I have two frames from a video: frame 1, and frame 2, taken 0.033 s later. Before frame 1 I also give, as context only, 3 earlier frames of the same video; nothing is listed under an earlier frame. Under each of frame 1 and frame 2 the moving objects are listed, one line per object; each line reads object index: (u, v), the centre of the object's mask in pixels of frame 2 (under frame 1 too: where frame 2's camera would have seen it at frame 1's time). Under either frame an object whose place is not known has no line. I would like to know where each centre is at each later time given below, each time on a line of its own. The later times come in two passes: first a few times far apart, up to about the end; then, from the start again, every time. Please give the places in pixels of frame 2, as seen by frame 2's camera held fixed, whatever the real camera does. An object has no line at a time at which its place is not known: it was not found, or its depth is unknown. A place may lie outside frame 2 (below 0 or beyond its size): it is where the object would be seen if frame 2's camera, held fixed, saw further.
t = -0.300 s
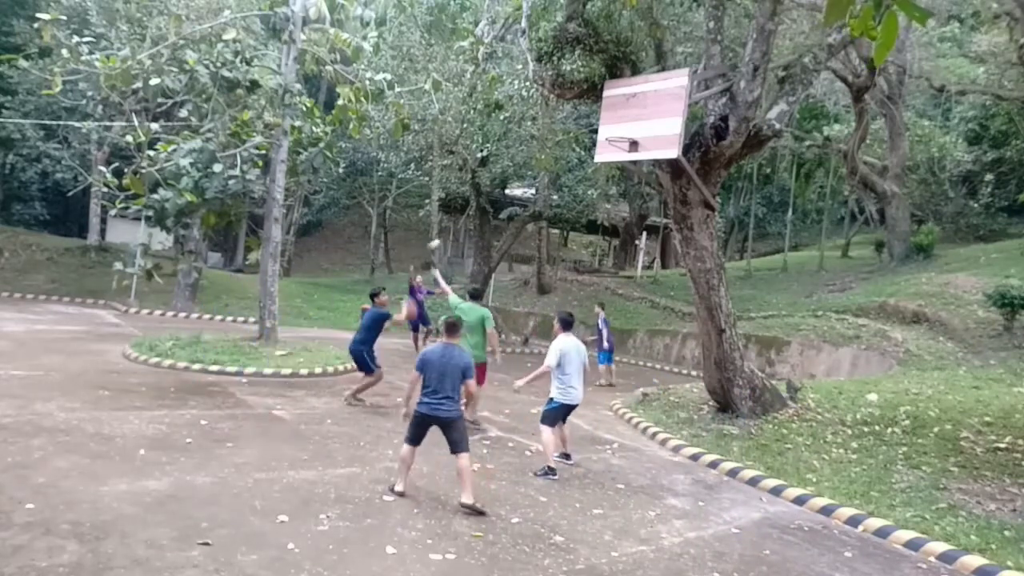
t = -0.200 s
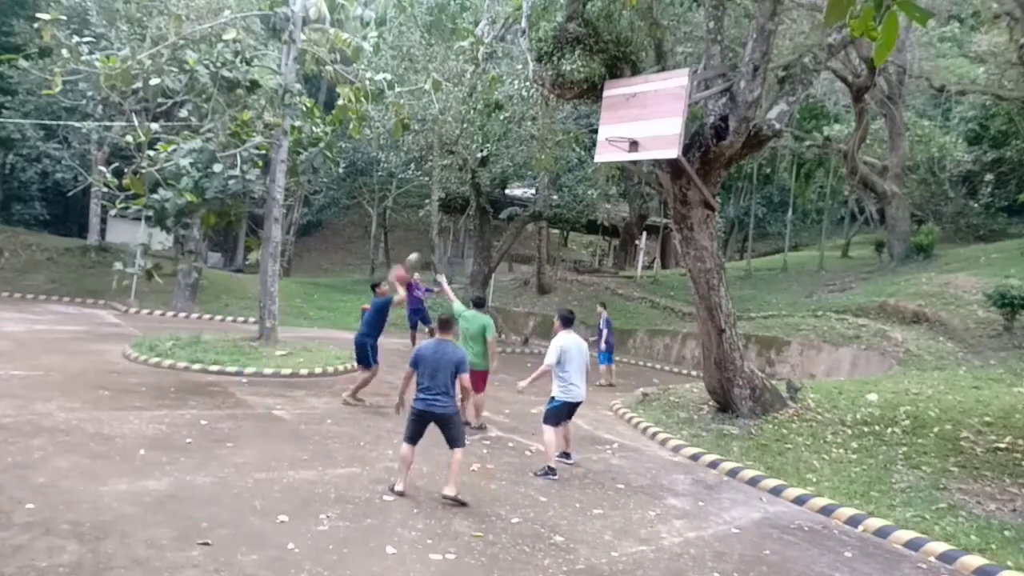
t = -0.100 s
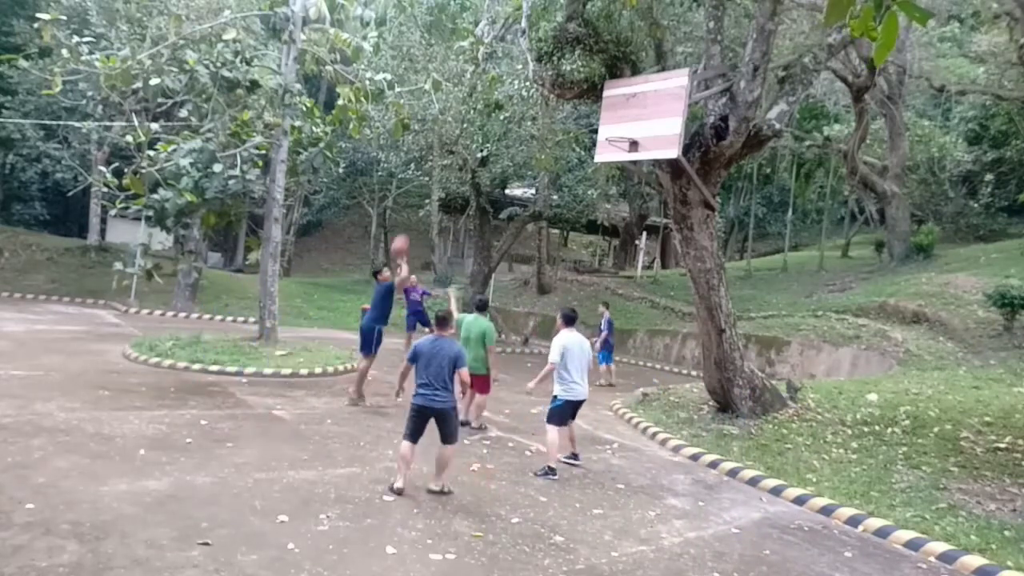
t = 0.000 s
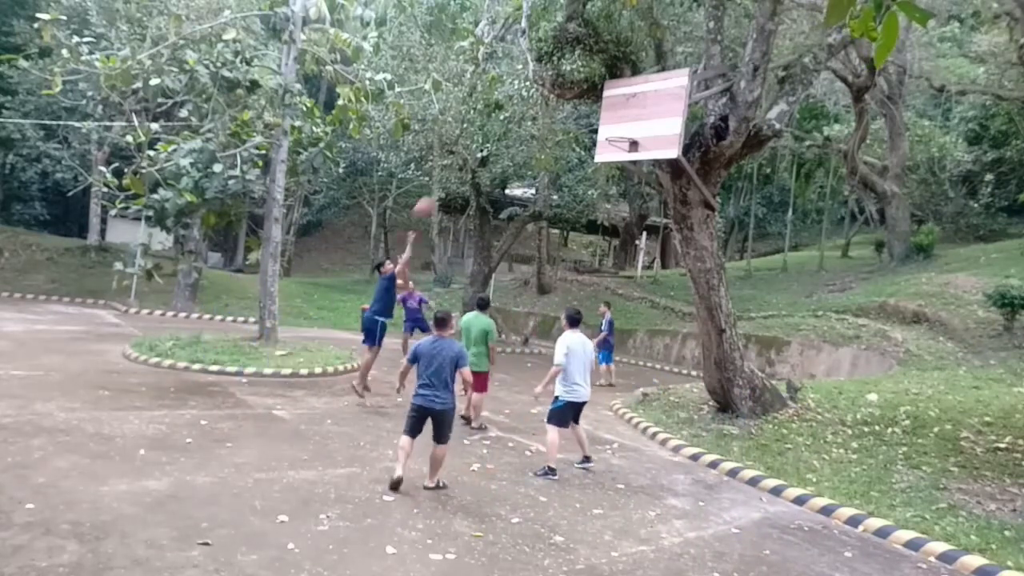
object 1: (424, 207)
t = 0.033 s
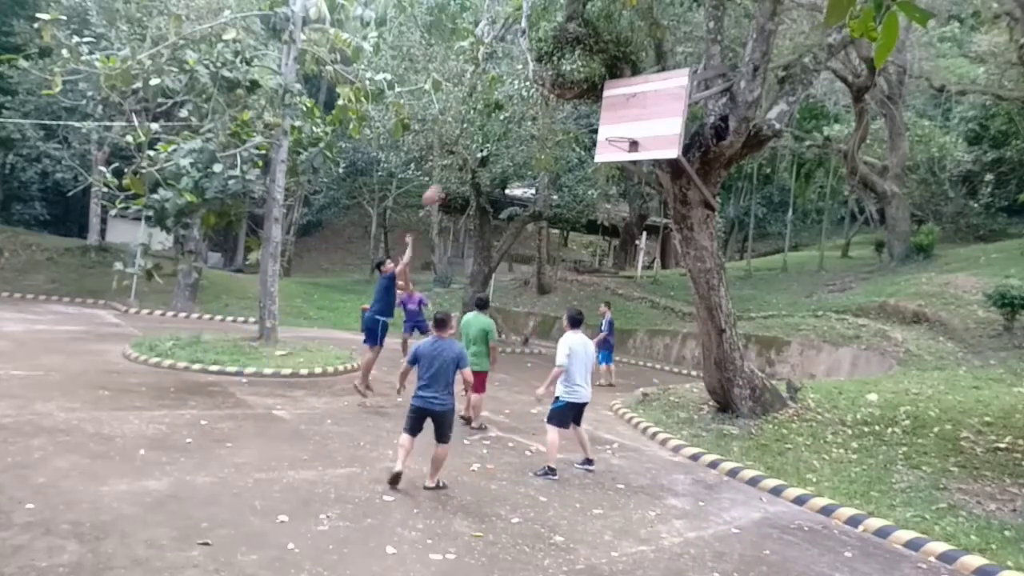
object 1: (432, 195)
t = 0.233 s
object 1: (484, 143)
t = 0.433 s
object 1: (534, 118)
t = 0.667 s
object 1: (593, 130)
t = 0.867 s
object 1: (564, 129)
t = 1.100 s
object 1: (508, 161)
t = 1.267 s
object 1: (467, 213)
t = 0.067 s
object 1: (441, 184)
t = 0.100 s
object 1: (451, 175)
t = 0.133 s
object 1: (458, 166)
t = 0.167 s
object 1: (467, 157)
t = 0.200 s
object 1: (476, 151)
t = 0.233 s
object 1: (484, 143)
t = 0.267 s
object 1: (492, 136)
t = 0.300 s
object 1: (502, 130)
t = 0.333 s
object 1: (509, 127)
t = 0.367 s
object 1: (517, 123)
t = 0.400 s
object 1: (526, 120)
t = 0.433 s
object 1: (534, 118)
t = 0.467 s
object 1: (544, 117)
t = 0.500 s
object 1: (552, 117)
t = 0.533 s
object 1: (560, 118)
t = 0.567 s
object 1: (570, 119)
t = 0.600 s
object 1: (577, 122)
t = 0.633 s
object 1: (586, 125)
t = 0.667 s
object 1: (593, 130)
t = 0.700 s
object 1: (596, 132)
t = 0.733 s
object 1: (591, 130)
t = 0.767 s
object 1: (584, 129)
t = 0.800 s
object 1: (578, 128)
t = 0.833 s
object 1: (571, 128)
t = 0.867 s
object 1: (564, 129)
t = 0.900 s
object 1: (554, 131)
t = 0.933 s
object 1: (547, 133)
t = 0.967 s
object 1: (539, 138)
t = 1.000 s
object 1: (533, 143)
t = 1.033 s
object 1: (525, 147)
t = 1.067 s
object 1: (516, 154)
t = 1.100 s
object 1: (508, 161)
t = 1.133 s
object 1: (499, 170)
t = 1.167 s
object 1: (490, 180)
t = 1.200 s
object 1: (483, 191)
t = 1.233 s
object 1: (475, 201)
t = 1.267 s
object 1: (467, 213)
